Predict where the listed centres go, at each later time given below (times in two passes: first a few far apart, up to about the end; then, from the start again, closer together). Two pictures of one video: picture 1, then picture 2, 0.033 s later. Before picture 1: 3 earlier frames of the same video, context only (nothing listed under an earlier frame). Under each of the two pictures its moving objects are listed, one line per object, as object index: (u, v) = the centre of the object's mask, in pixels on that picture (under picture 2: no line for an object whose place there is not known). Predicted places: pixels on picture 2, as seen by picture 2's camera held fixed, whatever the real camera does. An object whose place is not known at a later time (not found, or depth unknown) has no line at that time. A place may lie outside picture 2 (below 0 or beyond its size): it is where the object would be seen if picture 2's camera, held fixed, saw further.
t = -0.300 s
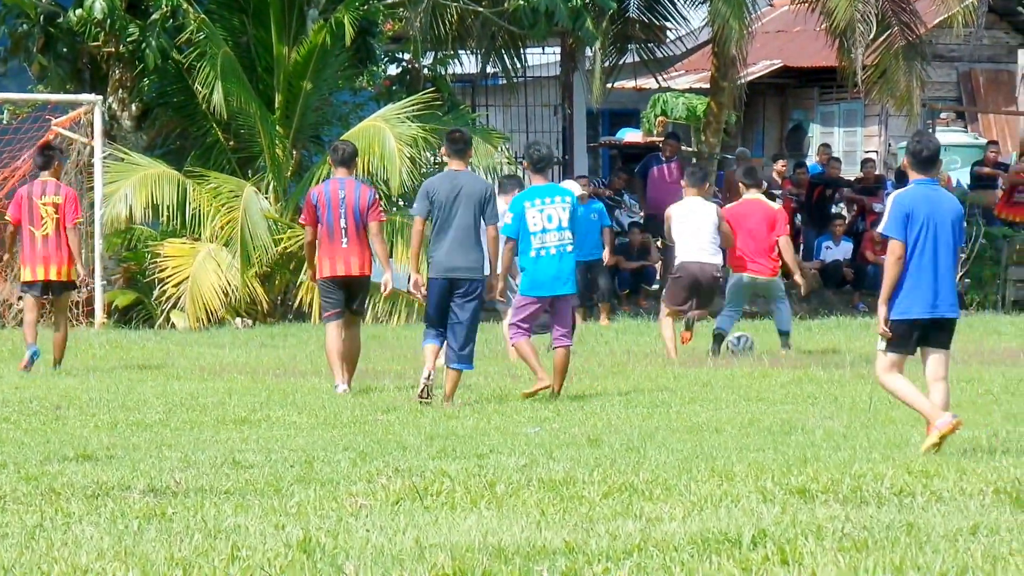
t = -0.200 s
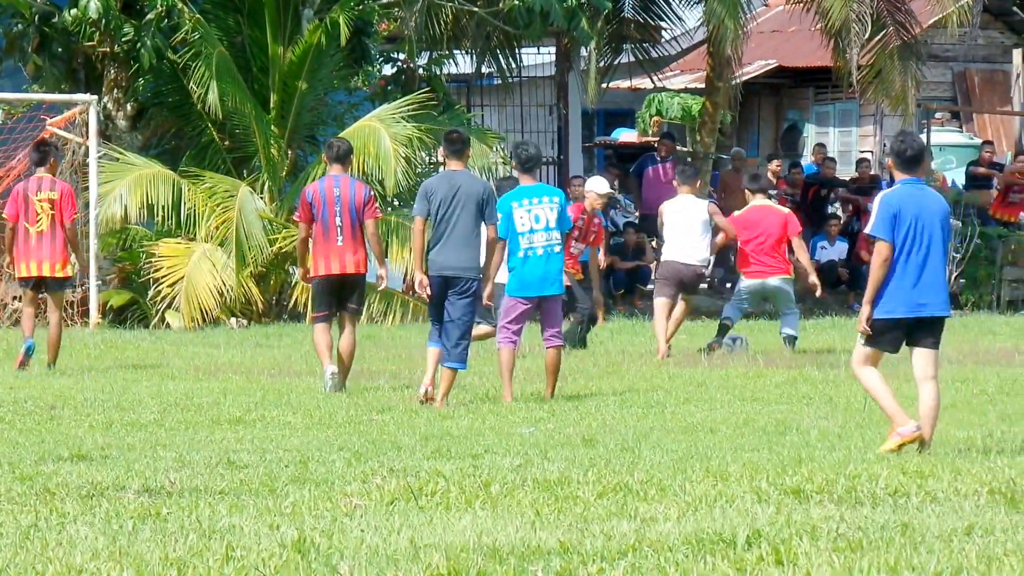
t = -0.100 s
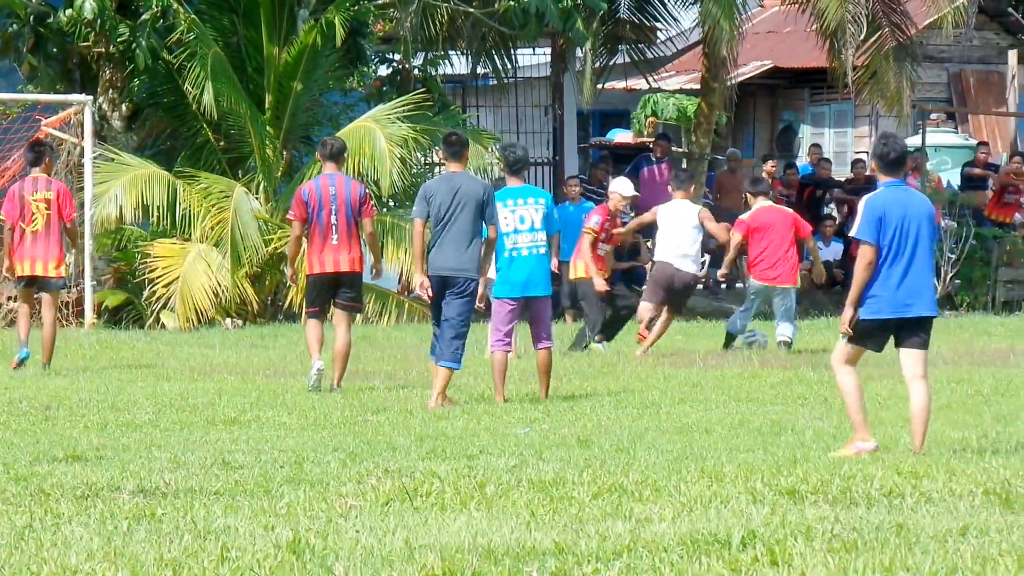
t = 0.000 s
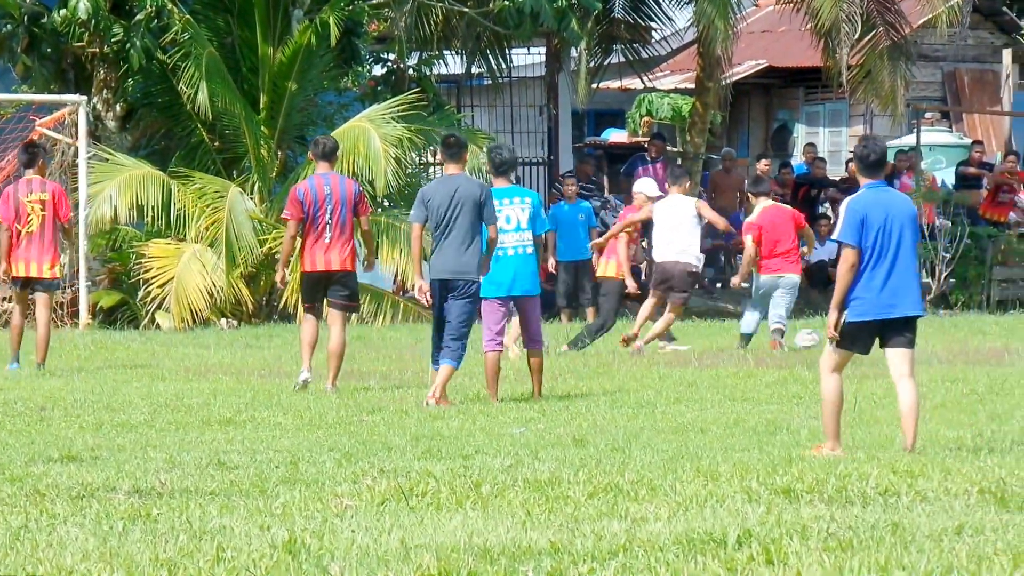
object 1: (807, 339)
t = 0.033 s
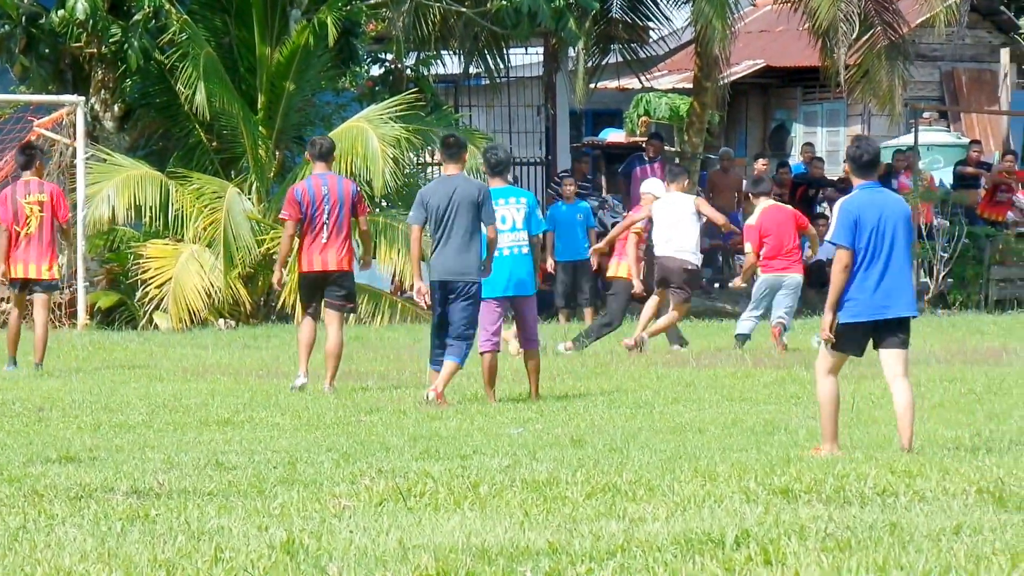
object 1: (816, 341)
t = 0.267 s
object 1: (912, 325)
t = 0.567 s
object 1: (1000, 323)
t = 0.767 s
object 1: (1052, 327)
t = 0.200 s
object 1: (894, 328)
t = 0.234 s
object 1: (902, 325)
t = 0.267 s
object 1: (912, 325)
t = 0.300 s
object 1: (922, 326)
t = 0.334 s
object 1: (933, 328)
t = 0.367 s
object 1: (944, 332)
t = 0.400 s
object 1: (954, 336)
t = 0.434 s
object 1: (966, 339)
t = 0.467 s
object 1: (975, 338)
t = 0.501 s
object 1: (984, 333)
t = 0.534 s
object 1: (992, 327)
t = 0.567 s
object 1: (1000, 323)
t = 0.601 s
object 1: (1009, 320)
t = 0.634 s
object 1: (1018, 319)
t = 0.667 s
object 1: (1026, 318)
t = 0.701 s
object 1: (1035, 320)
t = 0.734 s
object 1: (1044, 323)
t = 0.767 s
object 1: (1052, 327)
